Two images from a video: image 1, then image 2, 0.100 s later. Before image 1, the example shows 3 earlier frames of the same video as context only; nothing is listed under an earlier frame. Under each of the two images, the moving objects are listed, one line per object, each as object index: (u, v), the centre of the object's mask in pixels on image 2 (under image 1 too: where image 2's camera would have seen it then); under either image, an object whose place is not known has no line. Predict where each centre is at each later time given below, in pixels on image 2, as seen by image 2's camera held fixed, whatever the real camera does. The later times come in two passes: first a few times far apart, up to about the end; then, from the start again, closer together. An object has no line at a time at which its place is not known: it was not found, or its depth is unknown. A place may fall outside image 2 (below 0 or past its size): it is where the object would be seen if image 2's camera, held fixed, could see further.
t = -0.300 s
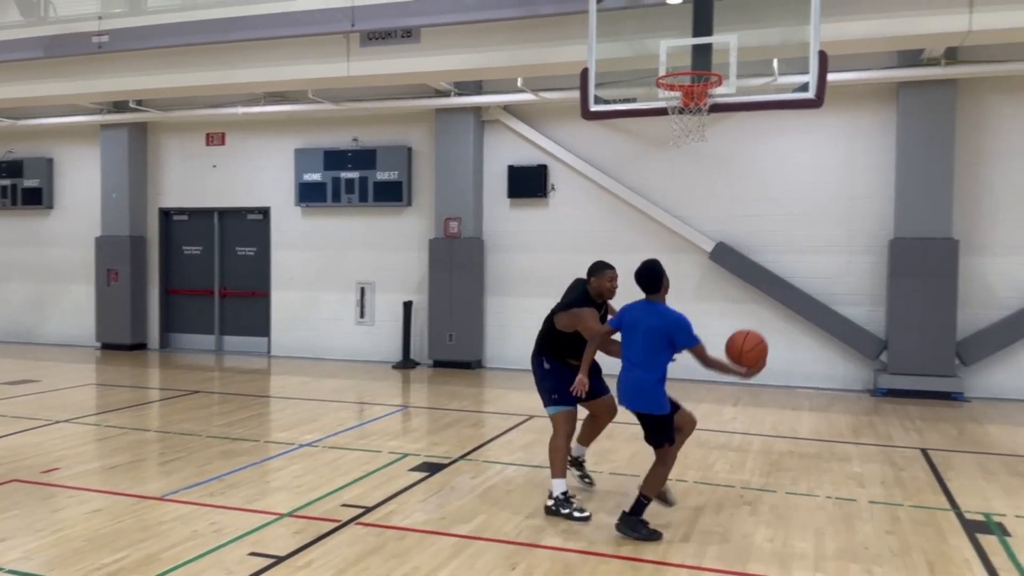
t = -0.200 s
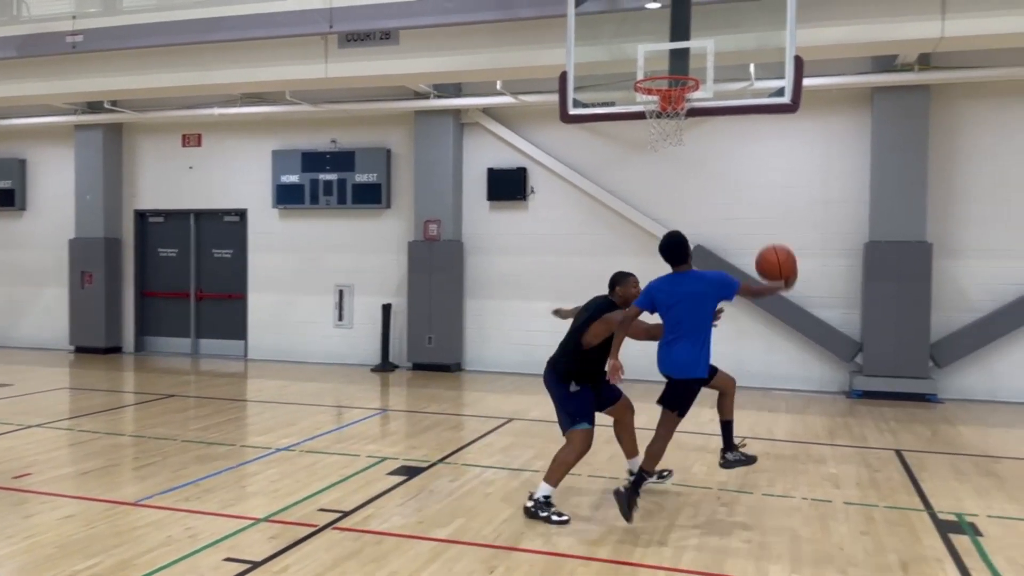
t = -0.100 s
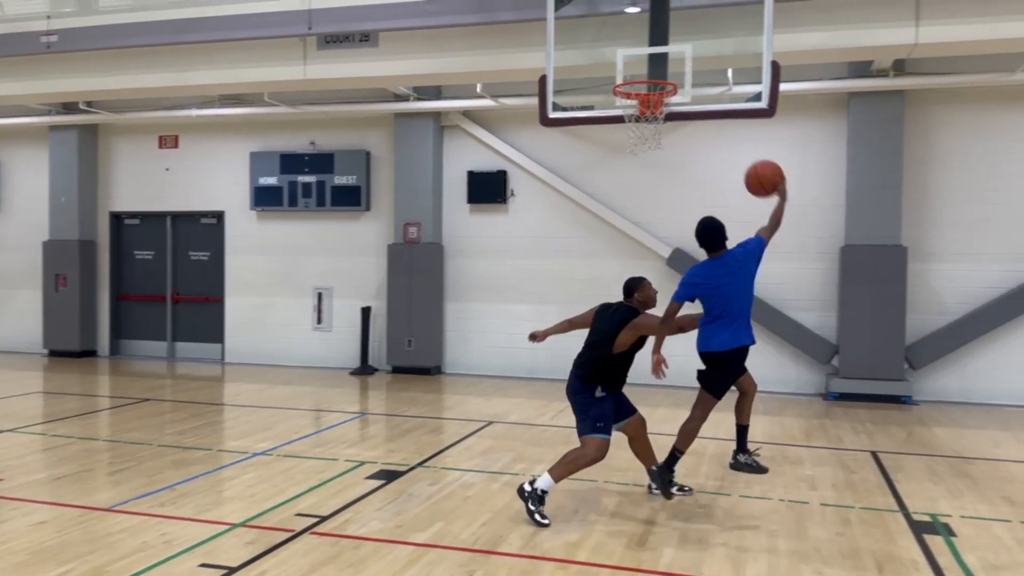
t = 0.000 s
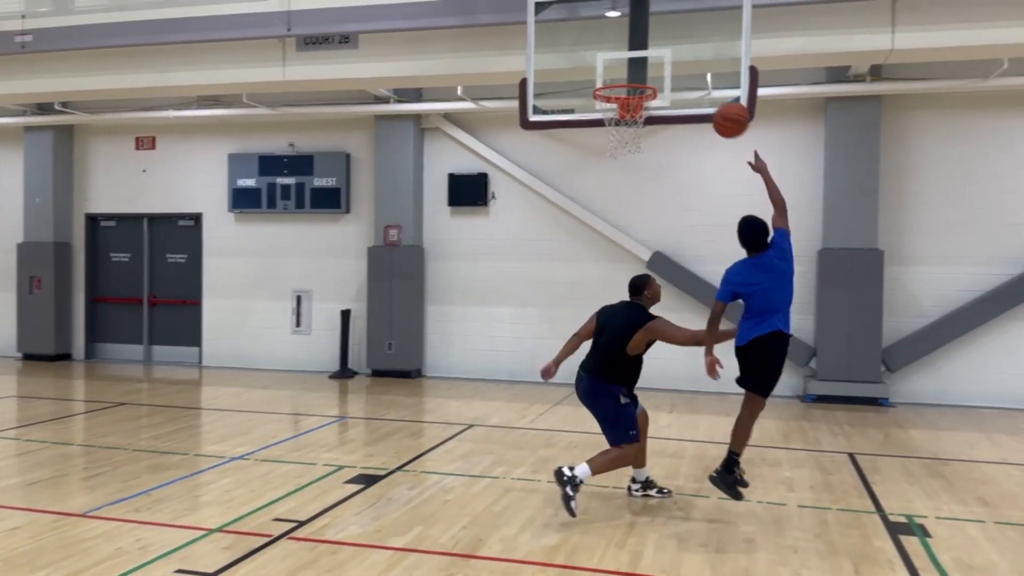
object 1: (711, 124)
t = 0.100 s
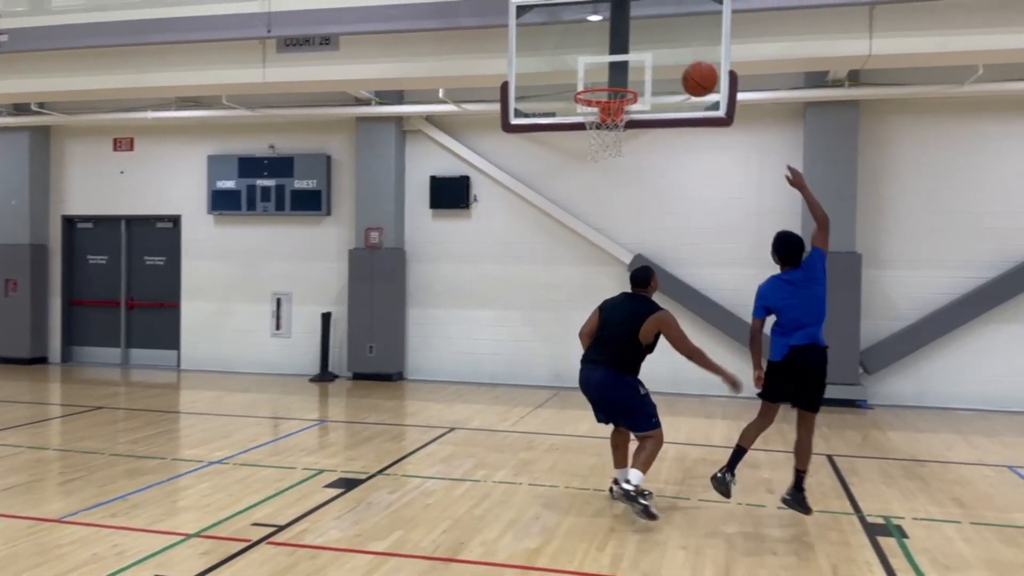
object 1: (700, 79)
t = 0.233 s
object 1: (686, 45)
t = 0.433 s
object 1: (666, 40)
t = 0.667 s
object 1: (647, 95)
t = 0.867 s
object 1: (669, 121)
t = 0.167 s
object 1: (693, 58)
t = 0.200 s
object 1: (689, 51)
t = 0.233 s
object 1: (686, 45)
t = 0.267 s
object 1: (682, 40)
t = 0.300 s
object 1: (679, 37)
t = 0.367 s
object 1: (672, 36)
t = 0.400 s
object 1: (669, 37)
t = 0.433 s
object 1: (666, 40)
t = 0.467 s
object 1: (663, 45)
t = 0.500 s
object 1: (659, 51)
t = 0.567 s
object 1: (653, 66)
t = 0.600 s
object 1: (650, 76)
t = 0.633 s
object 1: (647, 86)
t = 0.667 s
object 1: (647, 95)
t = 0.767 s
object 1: (659, 110)
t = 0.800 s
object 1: (662, 112)
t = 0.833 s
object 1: (666, 116)
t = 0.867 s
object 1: (669, 121)
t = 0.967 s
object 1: (678, 146)
